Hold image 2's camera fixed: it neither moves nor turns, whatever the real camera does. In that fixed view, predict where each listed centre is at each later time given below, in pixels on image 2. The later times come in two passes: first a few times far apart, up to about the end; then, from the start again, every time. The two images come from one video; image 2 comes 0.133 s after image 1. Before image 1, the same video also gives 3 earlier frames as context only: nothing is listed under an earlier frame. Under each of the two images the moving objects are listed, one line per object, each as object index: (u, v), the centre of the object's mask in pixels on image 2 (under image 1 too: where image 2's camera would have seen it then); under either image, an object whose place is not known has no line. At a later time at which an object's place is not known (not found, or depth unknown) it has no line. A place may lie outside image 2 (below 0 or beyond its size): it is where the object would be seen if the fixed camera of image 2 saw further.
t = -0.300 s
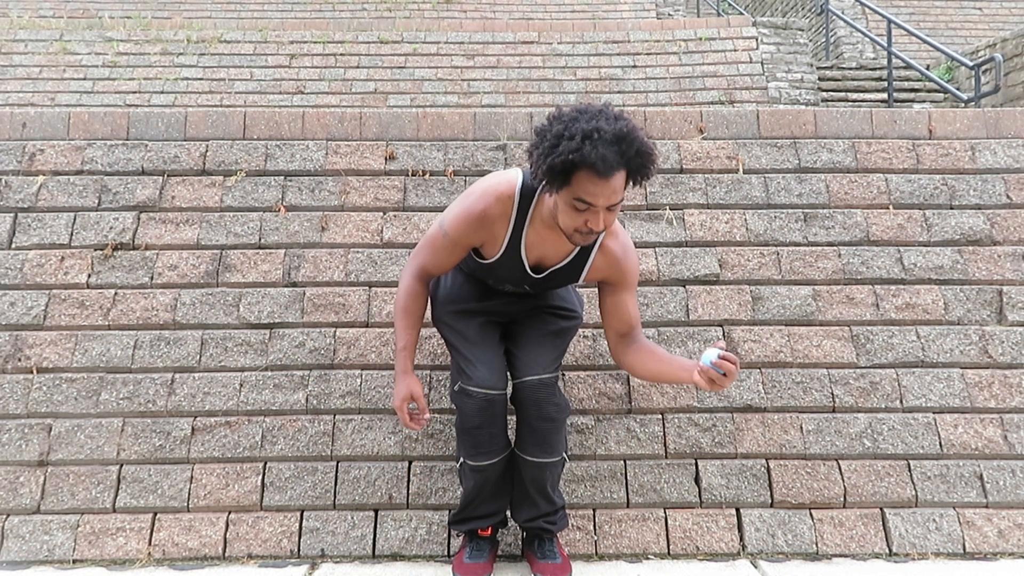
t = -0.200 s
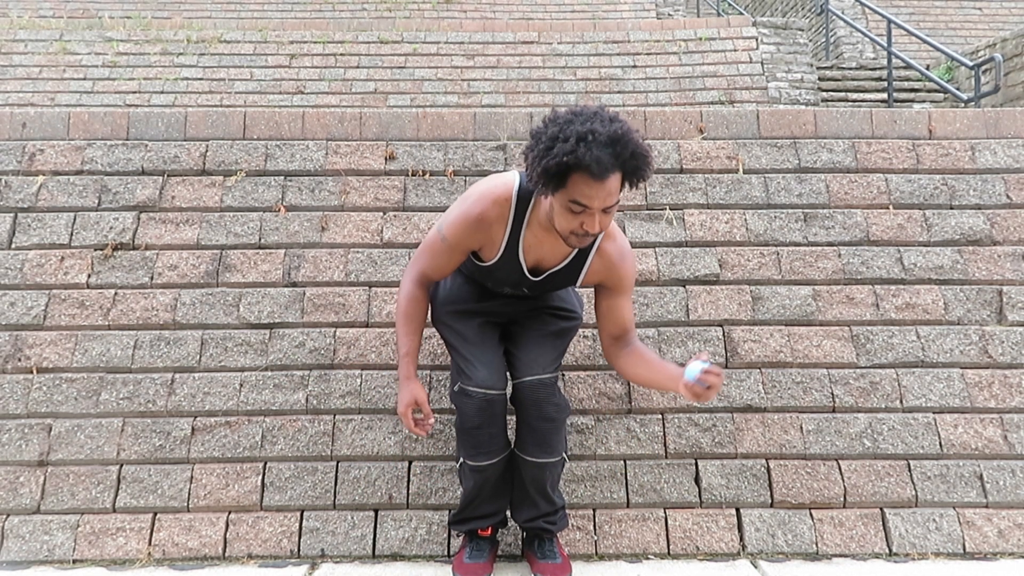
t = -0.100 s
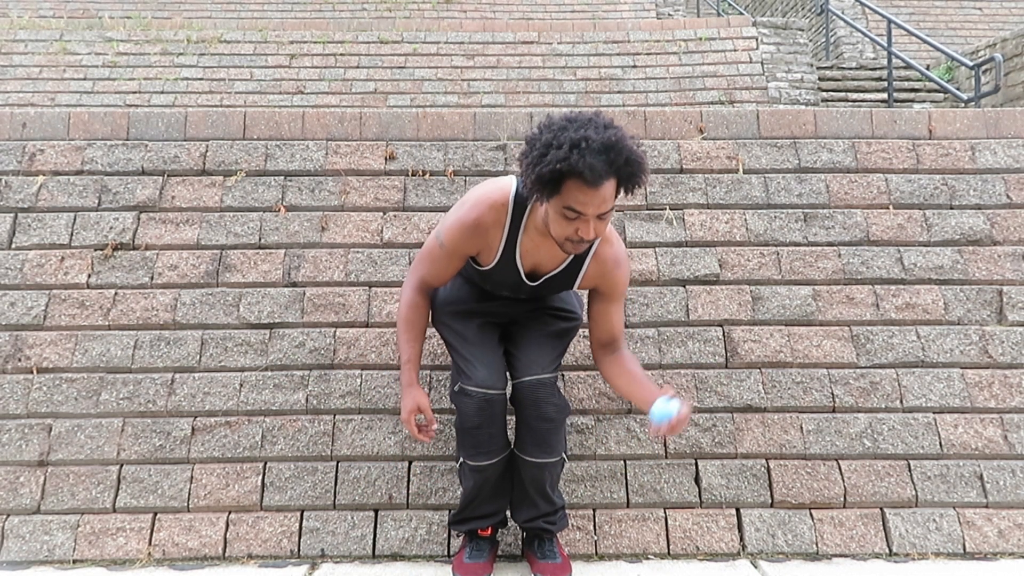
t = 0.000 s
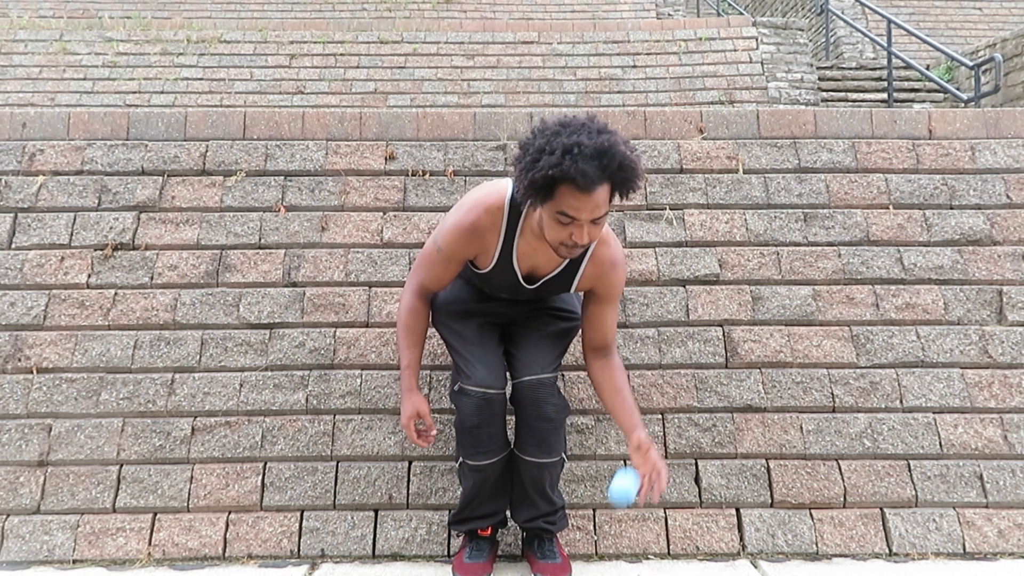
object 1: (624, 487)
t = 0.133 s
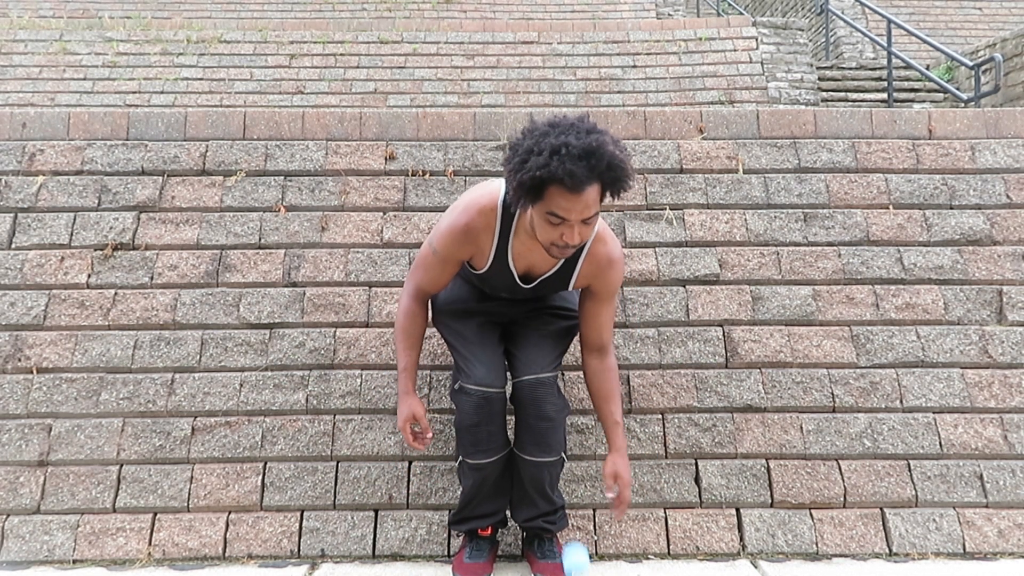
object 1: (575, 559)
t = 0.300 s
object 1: (540, 433)
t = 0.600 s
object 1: (473, 491)
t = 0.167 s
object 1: (569, 526)
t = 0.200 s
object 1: (562, 497)
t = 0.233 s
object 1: (554, 471)
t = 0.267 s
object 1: (547, 450)
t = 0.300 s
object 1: (540, 433)
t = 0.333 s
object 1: (533, 421)
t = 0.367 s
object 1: (525, 414)
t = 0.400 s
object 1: (518, 411)
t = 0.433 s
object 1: (510, 412)
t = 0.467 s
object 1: (503, 418)
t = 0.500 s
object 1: (496, 430)
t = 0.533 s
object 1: (488, 445)
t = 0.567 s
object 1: (480, 466)
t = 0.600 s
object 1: (473, 491)
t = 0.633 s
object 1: (465, 521)
